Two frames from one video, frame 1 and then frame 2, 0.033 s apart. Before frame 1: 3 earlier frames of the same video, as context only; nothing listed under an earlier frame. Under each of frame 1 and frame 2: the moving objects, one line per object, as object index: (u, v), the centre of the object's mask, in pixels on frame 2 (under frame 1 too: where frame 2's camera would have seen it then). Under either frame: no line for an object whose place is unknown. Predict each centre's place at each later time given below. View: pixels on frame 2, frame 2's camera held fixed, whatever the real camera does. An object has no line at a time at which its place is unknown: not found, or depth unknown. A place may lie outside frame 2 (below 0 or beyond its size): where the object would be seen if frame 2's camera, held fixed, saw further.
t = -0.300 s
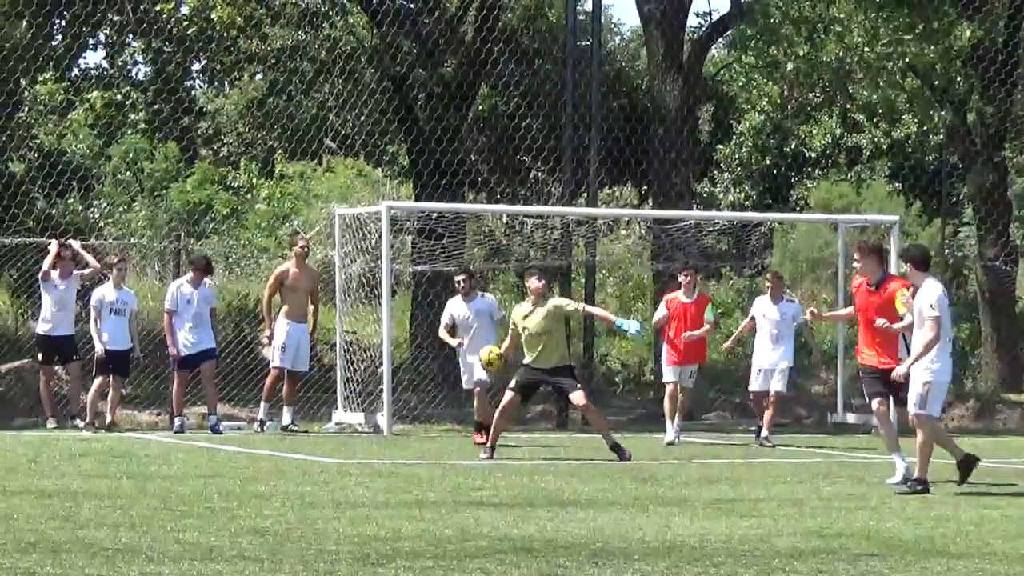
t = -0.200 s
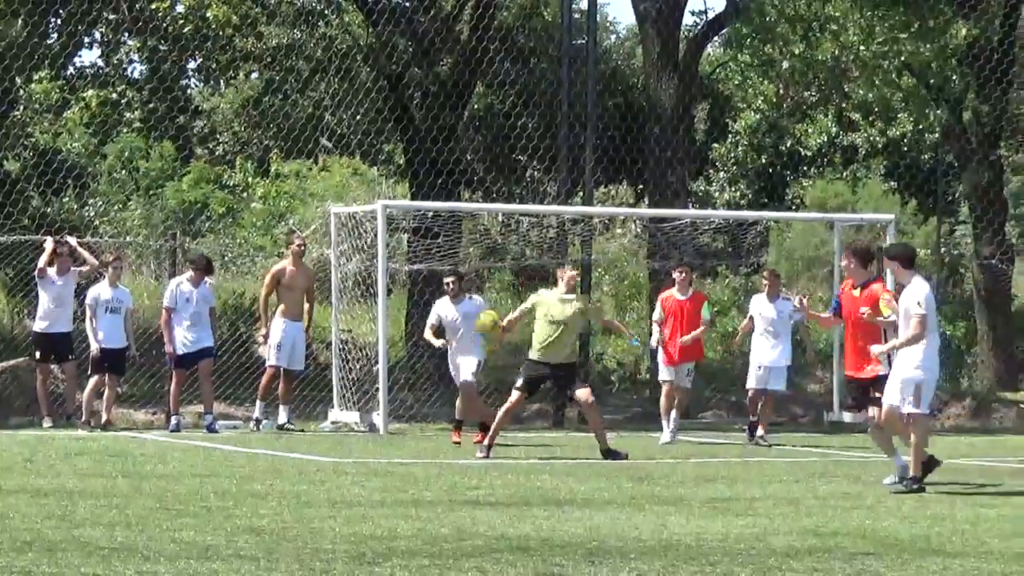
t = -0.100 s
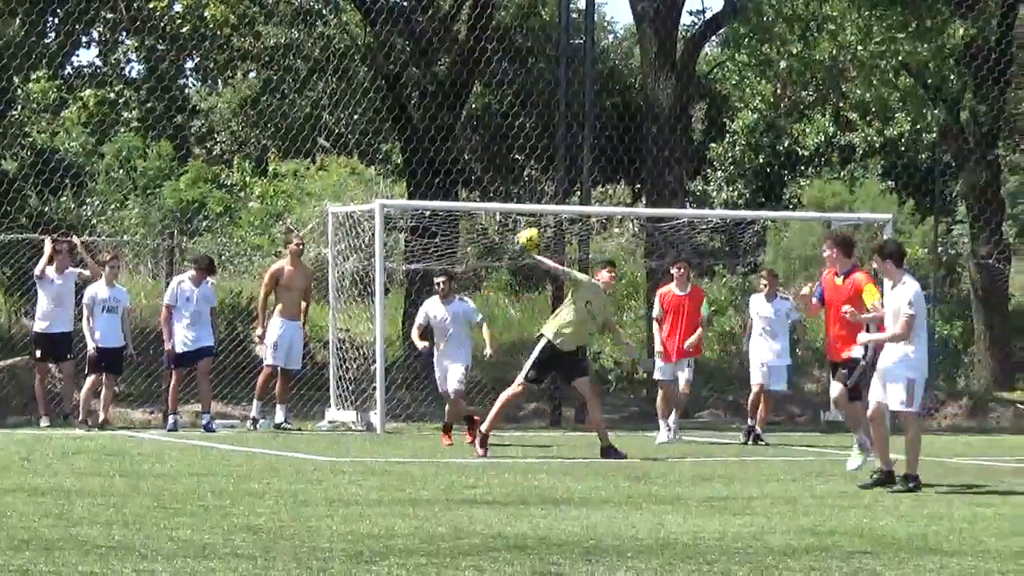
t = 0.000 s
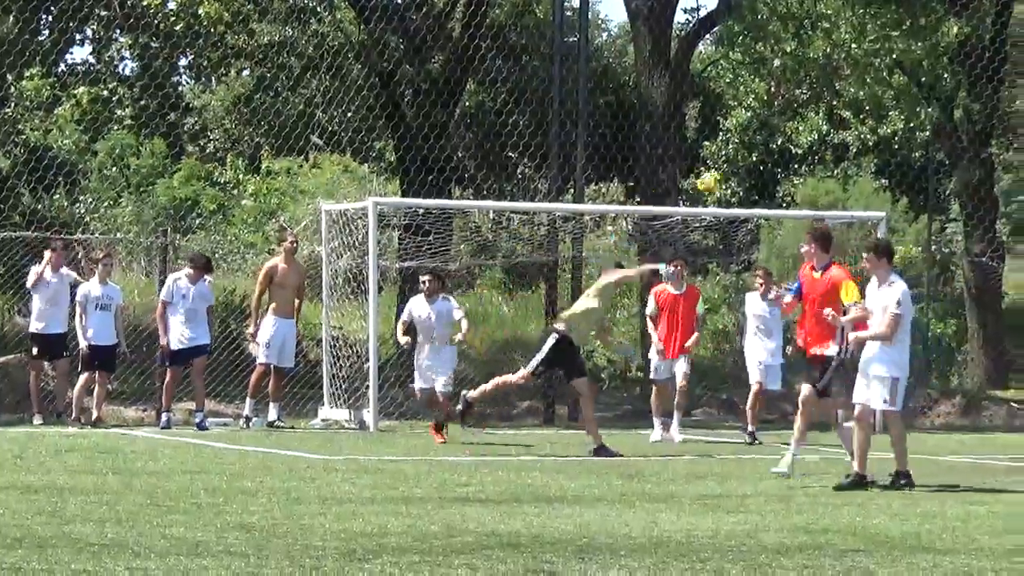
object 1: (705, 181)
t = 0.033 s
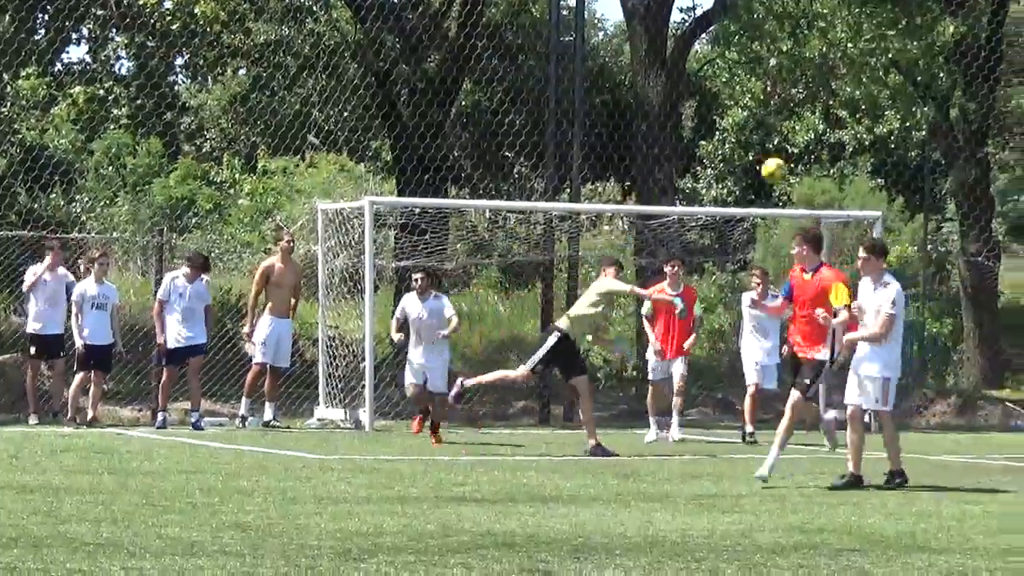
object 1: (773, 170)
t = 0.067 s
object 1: (839, 156)
